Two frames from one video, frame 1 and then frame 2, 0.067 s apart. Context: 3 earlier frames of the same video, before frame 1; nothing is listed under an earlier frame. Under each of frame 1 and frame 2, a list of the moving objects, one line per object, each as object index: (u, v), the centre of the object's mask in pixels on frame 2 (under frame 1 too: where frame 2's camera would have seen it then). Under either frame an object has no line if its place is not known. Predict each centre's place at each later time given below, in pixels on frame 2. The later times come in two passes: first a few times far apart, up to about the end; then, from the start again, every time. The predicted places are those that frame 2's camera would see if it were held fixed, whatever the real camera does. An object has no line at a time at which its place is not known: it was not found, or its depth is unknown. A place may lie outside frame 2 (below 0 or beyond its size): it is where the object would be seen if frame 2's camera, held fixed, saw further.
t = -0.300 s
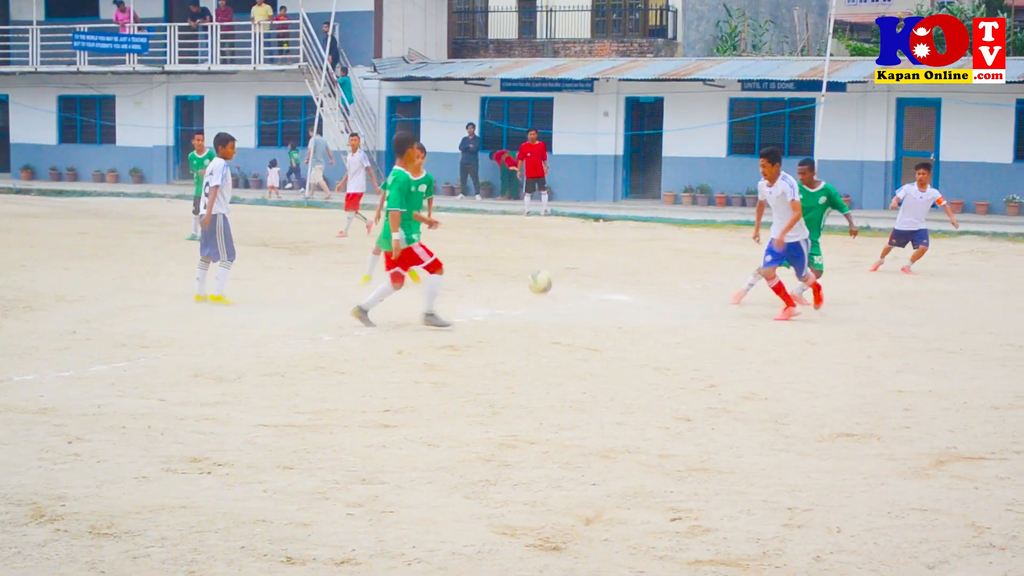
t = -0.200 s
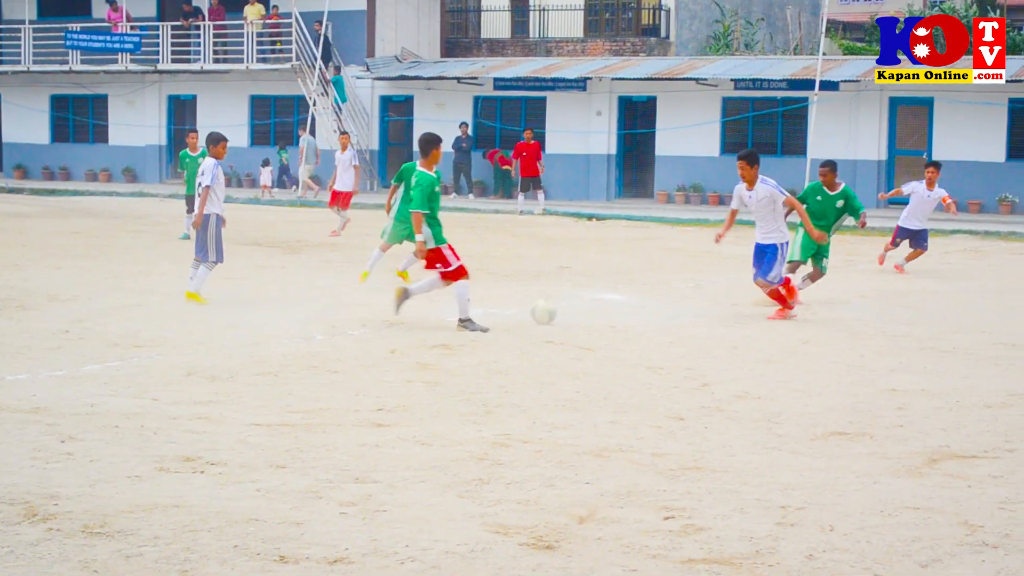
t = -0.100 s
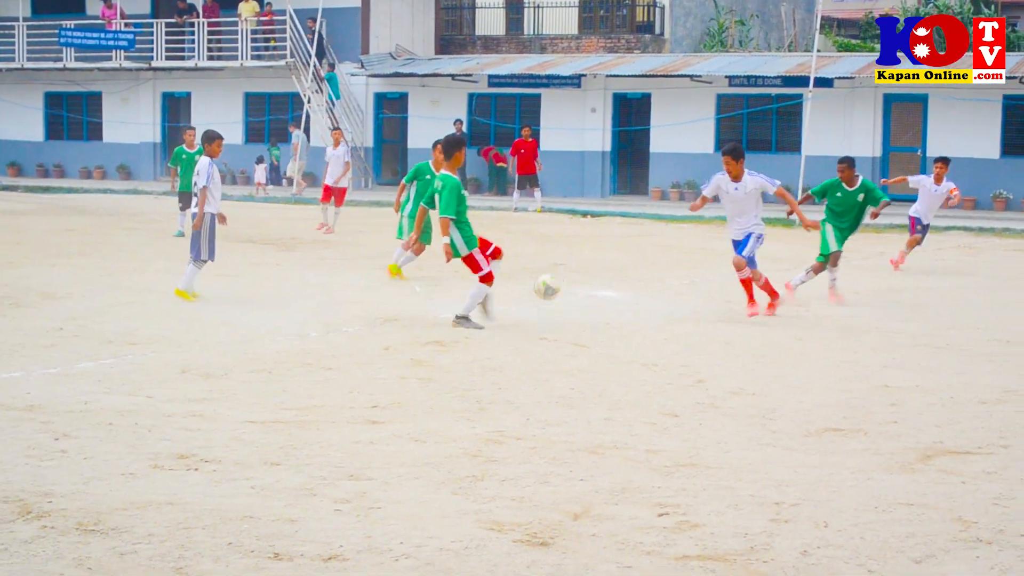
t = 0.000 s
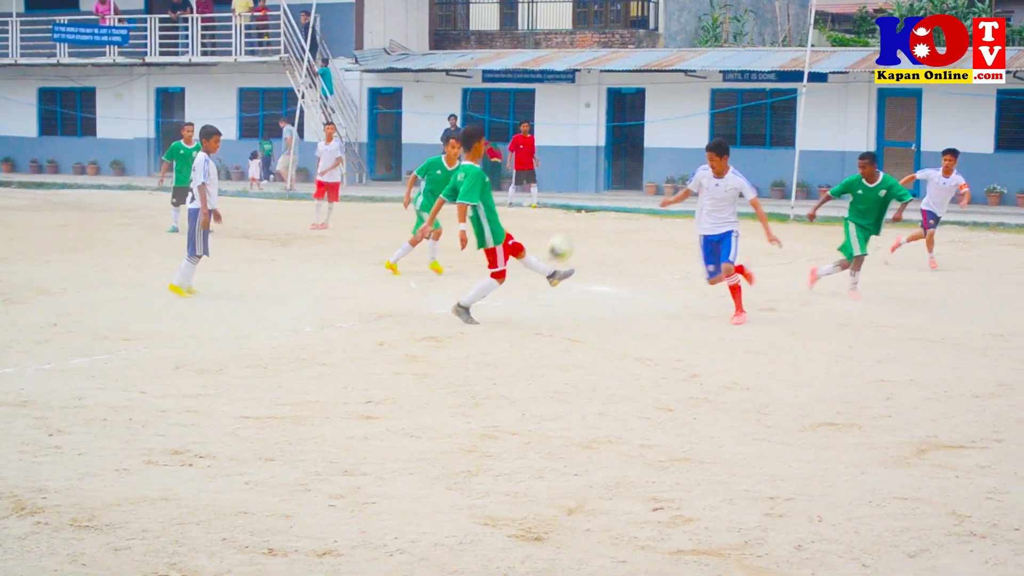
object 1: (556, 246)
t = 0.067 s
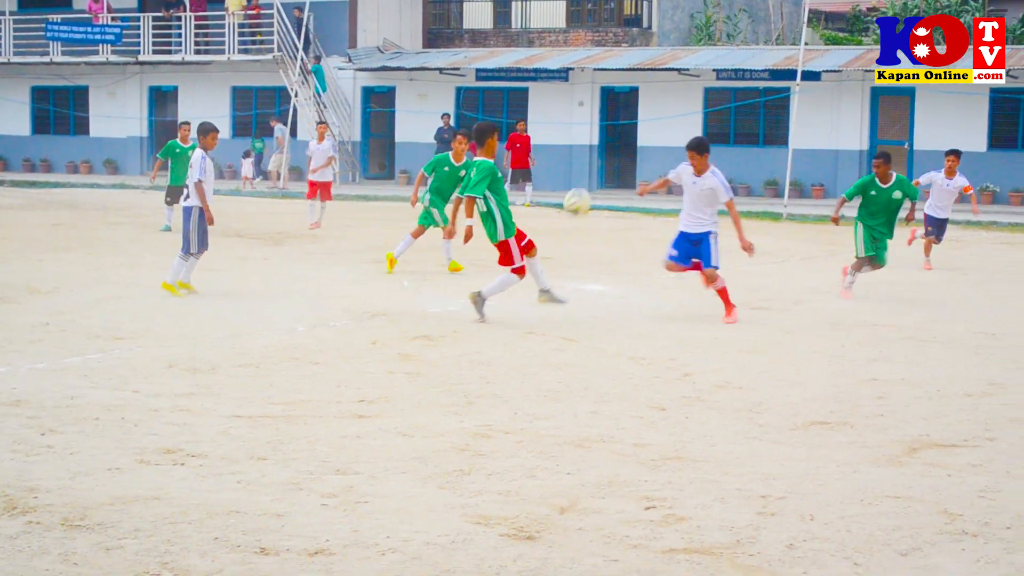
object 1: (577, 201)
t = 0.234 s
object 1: (634, 119)
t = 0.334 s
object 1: (661, 85)
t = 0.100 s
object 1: (590, 181)
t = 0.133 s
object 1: (601, 165)
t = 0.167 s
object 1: (611, 148)
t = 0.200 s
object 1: (622, 133)
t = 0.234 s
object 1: (634, 119)
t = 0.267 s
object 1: (641, 105)
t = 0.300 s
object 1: (650, 97)
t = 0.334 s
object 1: (661, 85)
